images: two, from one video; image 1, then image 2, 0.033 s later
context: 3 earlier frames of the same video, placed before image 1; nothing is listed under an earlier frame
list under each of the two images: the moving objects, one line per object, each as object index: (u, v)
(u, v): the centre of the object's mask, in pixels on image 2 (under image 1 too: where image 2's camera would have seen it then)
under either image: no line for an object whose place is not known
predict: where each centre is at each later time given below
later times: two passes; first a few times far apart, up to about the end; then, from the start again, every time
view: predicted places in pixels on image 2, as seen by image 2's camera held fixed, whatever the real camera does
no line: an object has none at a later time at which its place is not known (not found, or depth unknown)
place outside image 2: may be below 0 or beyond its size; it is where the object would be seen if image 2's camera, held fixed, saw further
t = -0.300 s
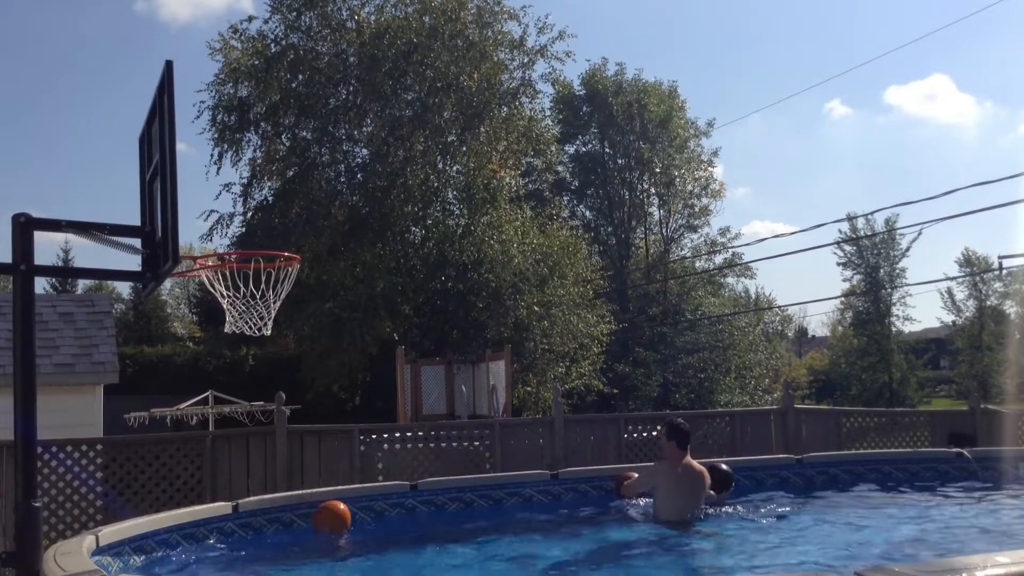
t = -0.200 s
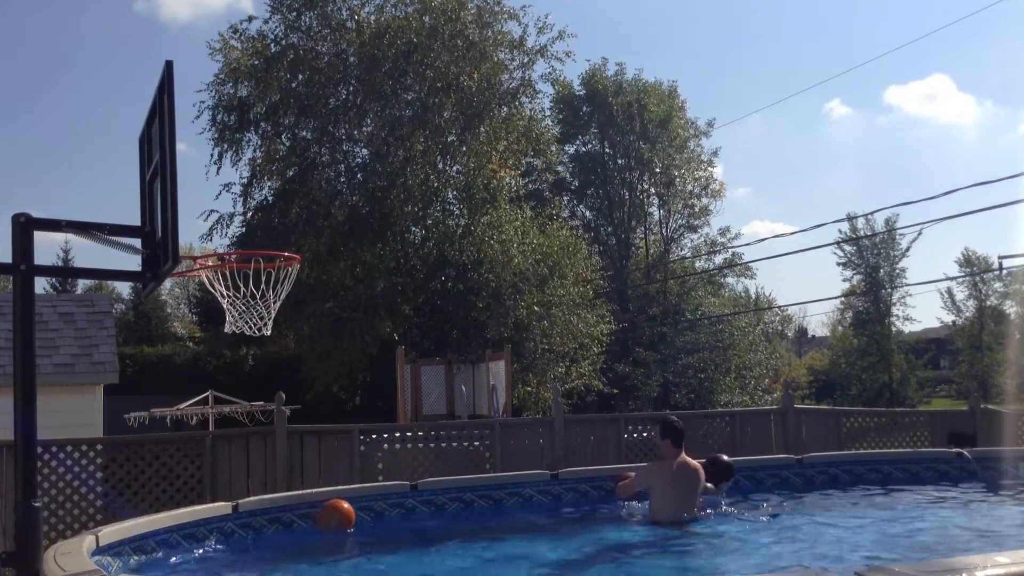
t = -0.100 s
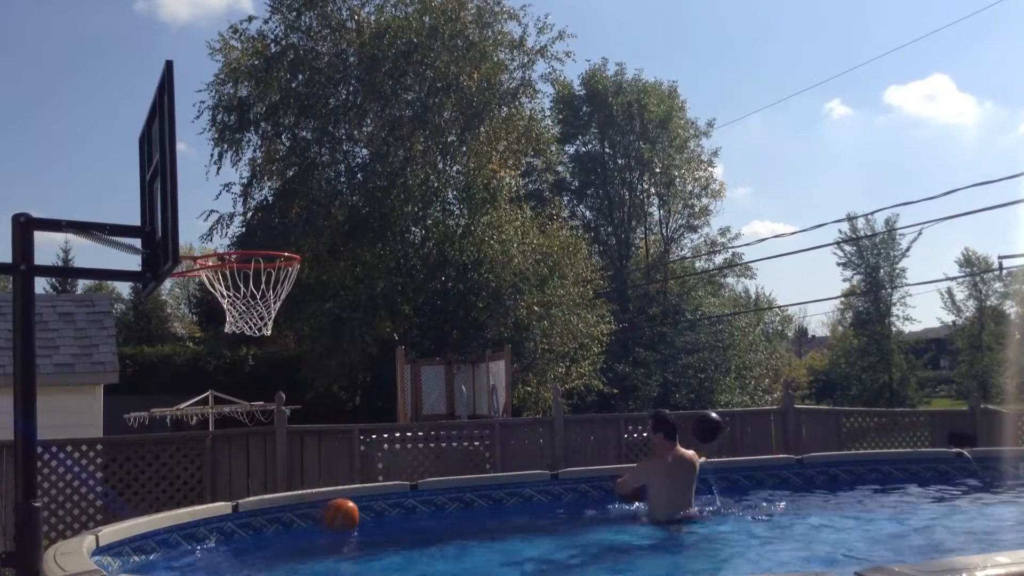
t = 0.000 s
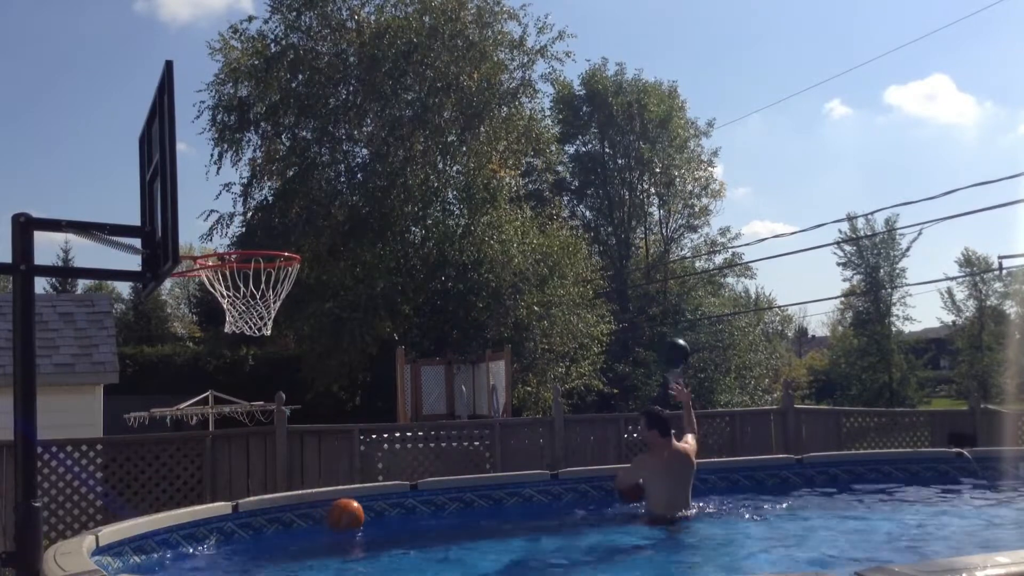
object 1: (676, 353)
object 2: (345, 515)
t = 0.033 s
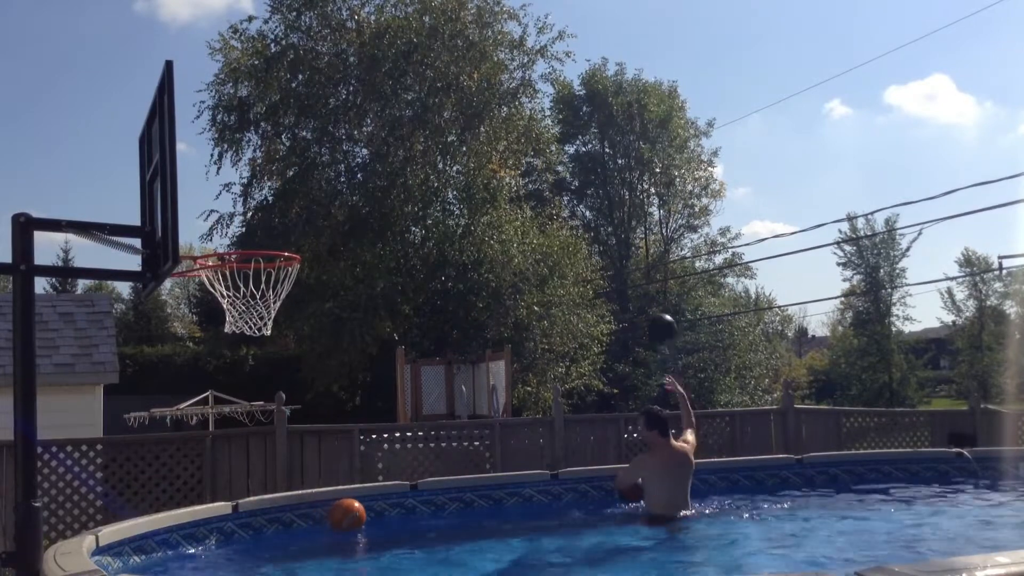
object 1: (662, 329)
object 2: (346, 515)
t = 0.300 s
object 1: (543, 168)
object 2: (359, 514)
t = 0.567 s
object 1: (403, 81)
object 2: (367, 515)
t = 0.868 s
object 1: (194, 112)
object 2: (378, 512)
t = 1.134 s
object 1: (270, 242)
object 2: (388, 510)
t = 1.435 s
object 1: (217, 302)
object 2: (397, 510)
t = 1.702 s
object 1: (259, 427)
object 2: (405, 510)
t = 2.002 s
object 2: (413, 510)
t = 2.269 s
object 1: (308, 535)
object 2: (421, 508)
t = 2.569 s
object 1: (337, 567)
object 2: (426, 508)
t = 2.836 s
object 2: (430, 505)
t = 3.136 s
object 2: (438, 506)
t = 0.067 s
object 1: (649, 305)
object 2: (348, 515)
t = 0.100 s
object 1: (633, 284)
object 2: (349, 515)
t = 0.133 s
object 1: (618, 261)
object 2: (351, 515)
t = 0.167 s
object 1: (603, 240)
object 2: (353, 515)
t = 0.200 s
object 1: (588, 221)
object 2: (355, 515)
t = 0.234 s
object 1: (574, 202)
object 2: (356, 515)
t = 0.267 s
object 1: (559, 185)
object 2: (358, 515)
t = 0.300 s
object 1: (543, 168)
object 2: (359, 514)
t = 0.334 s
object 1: (528, 154)
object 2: (360, 515)
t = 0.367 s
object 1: (511, 139)
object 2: (361, 514)
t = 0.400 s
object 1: (494, 126)
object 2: (362, 514)
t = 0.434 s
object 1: (477, 115)
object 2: (363, 515)
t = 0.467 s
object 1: (460, 103)
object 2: (364, 514)
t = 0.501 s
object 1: (441, 94)
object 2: (365, 514)
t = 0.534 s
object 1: (422, 87)
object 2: (366, 515)
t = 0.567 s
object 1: (403, 81)
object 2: (367, 515)
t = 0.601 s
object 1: (383, 76)
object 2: (368, 515)
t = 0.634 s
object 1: (361, 73)
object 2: (369, 514)
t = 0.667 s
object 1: (339, 72)
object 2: (370, 514)
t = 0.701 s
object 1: (317, 73)
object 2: (372, 514)
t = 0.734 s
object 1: (293, 75)
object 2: (373, 513)
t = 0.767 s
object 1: (269, 81)
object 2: (375, 513)
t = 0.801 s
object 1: (244, 89)
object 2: (376, 512)
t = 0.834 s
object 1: (217, 99)
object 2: (377, 512)
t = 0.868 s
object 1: (194, 112)
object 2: (378, 512)
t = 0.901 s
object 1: (190, 127)
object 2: (379, 512)
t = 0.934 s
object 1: (201, 143)
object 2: (381, 512)
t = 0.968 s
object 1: (218, 161)
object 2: (382, 512)
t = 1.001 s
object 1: (234, 182)
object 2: (382, 512)
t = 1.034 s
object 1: (251, 204)
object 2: (384, 511)
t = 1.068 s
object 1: (269, 228)
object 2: (385, 512)
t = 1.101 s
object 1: (283, 242)
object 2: (386, 511)
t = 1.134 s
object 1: (270, 242)
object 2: (388, 510)
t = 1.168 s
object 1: (259, 239)
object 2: (389, 510)
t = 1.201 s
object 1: (249, 240)
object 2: (390, 510)
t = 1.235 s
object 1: (238, 243)
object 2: (391, 510)
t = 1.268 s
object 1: (219, 281)
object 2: (392, 510)
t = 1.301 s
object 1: (217, 280)
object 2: (393, 510)
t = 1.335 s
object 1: (217, 282)
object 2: (394, 510)
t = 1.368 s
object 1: (214, 286)
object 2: (395, 510)
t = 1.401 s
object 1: (216, 293)
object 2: (396, 510)
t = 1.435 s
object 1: (217, 302)
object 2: (397, 510)
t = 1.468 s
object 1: (222, 316)
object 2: (399, 510)
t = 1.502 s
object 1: (229, 321)
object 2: (399, 510)
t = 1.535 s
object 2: (401, 510)
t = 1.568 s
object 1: (237, 345)
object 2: (403, 510)
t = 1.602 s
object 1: (245, 357)
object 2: (403, 509)
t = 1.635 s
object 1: (247, 383)
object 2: (404, 510)
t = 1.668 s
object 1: (253, 402)
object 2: (405, 510)
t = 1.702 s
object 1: (259, 427)
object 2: (405, 510)
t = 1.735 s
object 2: (406, 510)
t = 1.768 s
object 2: (407, 510)
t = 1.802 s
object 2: (407, 510)
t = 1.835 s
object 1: (281, 553)
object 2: (408, 510)
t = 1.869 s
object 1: (285, 565)
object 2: (409, 511)
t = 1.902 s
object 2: (410, 511)
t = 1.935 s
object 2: (411, 511)
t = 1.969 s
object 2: (411, 509)
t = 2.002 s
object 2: (413, 510)
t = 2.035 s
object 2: (414, 511)
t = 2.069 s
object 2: (417, 511)
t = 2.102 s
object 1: (294, 565)
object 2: (417, 510)
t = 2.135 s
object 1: (297, 558)
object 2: (419, 509)
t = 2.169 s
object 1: (299, 553)
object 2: (420, 508)
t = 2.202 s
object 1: (302, 545)
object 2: (420, 509)
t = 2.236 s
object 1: (306, 539)
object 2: (421, 508)
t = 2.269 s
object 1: (308, 535)
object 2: (421, 508)
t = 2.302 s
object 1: (311, 534)
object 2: (422, 507)
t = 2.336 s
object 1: (315, 535)
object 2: (423, 507)
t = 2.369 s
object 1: (318, 539)
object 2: (423, 507)
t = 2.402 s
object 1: (322, 546)
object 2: (424, 508)
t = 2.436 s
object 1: (326, 554)
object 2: (424, 508)
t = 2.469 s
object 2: (425, 508)
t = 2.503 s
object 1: (333, 563)
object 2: (425, 508)
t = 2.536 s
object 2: (426, 508)
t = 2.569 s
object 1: (337, 567)
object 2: (426, 508)
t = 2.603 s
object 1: (339, 568)
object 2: (427, 507)
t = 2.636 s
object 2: (427, 506)
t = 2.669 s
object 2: (429, 505)
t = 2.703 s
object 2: (428, 505)
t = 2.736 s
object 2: (429, 505)
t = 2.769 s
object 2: (429, 505)
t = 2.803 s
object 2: (430, 505)
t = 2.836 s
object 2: (430, 505)
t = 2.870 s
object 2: (433, 505)
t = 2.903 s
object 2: (433, 506)
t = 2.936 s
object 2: (435, 506)
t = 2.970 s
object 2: (435, 506)
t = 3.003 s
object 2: (436, 506)
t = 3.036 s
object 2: (436, 506)
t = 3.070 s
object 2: (437, 506)
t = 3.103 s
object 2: (438, 506)
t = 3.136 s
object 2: (438, 506)
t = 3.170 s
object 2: (438, 506)
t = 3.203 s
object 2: (438, 506)
